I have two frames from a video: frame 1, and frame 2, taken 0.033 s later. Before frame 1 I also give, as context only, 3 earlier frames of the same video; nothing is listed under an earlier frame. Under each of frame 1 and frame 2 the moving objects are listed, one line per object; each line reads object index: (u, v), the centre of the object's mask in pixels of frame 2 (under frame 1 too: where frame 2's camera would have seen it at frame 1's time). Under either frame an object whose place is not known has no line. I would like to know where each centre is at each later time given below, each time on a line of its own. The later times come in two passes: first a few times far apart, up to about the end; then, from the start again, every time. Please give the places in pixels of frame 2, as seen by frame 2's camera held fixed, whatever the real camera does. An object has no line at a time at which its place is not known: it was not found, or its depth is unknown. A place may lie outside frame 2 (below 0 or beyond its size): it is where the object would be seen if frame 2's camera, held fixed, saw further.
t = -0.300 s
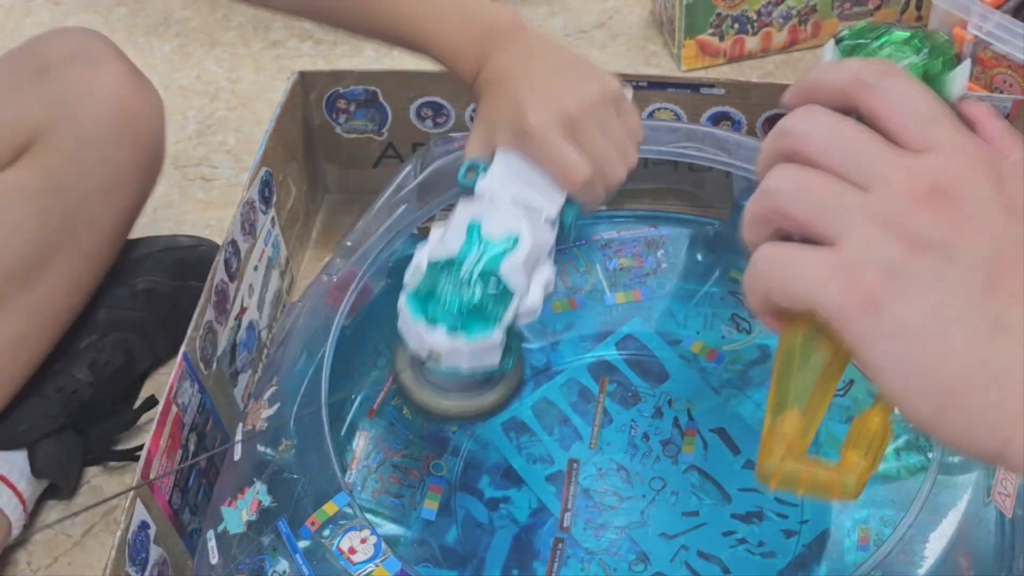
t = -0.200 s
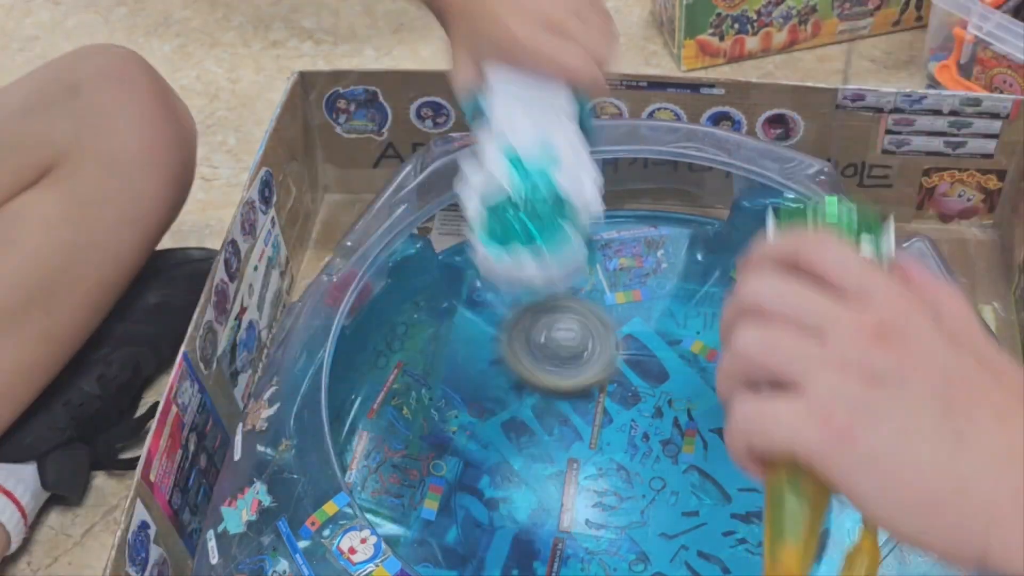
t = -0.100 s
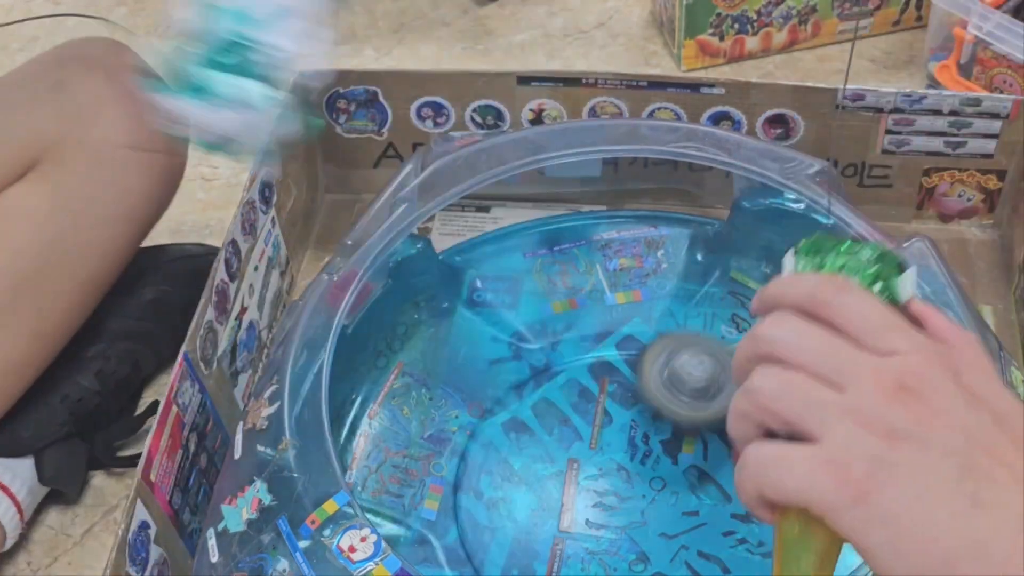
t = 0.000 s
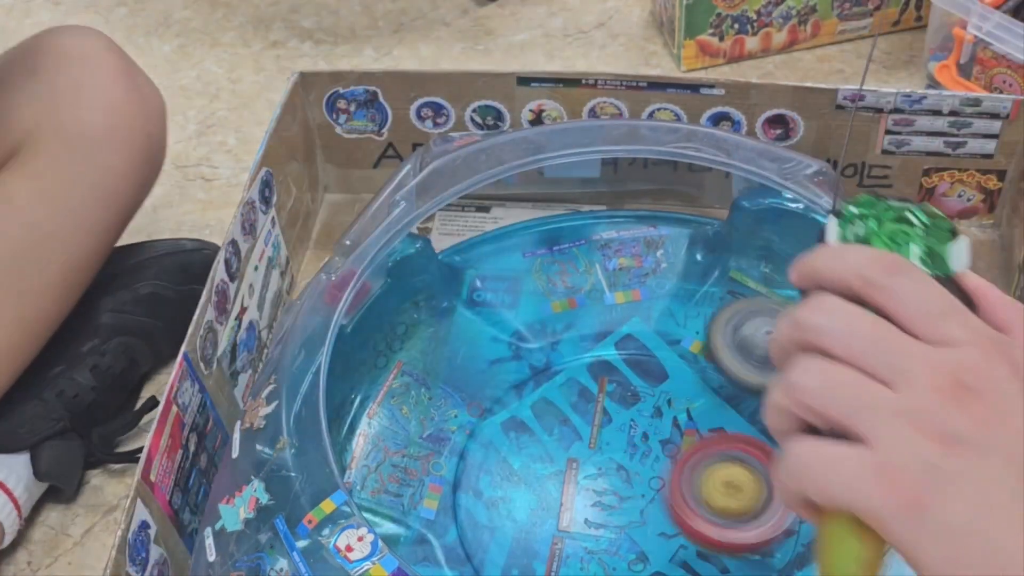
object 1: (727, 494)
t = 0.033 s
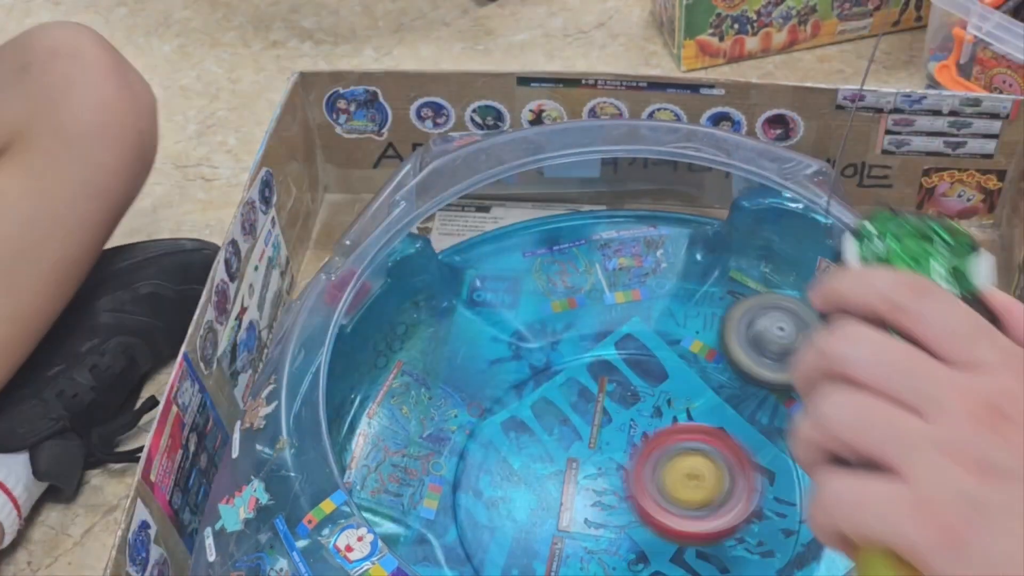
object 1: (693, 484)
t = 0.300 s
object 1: (511, 448)
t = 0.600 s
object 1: (549, 542)
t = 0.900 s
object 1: (725, 466)
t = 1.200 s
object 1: (578, 374)
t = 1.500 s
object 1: (535, 537)
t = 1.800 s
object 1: (759, 482)
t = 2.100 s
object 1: (617, 354)
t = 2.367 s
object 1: (529, 494)
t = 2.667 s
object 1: (687, 531)
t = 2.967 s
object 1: (675, 389)
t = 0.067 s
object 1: (655, 488)
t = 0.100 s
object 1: (621, 486)
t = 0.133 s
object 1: (588, 478)
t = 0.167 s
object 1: (562, 469)
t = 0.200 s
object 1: (541, 460)
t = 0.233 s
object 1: (525, 454)
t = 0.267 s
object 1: (516, 449)
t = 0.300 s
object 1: (511, 448)
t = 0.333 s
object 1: (511, 449)
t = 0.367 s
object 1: (515, 453)
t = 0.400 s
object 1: (523, 461)
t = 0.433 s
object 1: (517, 475)
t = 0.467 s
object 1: (512, 493)
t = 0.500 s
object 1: (512, 512)
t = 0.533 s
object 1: (518, 526)
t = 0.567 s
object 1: (531, 536)
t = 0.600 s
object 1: (549, 542)
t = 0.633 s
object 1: (571, 546)
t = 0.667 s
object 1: (596, 548)
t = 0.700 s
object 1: (622, 546)
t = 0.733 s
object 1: (648, 543)
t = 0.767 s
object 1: (672, 536)
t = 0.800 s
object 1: (693, 527)
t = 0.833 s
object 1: (709, 510)
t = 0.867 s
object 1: (720, 488)
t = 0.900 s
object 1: (725, 466)
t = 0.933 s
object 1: (723, 444)
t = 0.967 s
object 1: (716, 422)
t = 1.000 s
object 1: (705, 405)
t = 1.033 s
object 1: (691, 388)
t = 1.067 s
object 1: (673, 377)
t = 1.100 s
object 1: (651, 369)
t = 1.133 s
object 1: (628, 367)
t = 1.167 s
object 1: (604, 369)
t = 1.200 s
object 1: (578, 374)
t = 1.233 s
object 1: (554, 382)
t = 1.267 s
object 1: (532, 396)
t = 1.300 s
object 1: (515, 414)
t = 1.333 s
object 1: (504, 433)
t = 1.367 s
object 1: (498, 456)
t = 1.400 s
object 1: (498, 482)
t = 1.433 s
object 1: (504, 506)
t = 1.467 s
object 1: (517, 526)
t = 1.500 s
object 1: (535, 537)
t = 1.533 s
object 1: (558, 544)
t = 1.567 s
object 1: (582, 548)
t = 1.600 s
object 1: (611, 549)
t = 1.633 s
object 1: (645, 548)
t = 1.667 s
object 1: (676, 543)
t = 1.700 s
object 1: (707, 536)
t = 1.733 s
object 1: (732, 525)
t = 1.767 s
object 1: (749, 505)
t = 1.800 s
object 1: (759, 482)
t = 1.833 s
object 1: (761, 458)
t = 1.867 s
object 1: (756, 434)
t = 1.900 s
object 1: (745, 411)
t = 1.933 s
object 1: (729, 391)
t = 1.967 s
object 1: (707, 376)
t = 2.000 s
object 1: (685, 364)
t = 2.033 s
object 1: (660, 358)
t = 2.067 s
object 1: (637, 354)
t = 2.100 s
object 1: (617, 354)
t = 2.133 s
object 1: (595, 359)
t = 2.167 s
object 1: (575, 369)
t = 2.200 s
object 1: (557, 383)
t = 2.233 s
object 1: (544, 402)
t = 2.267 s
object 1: (533, 424)
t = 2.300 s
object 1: (526, 447)
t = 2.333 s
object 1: (525, 470)
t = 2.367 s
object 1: (529, 494)
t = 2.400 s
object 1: (538, 516)
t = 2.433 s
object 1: (551, 529)
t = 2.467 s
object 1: (567, 537)
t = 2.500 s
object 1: (585, 542)
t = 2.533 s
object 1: (607, 544)
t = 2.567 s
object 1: (628, 544)
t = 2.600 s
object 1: (651, 542)
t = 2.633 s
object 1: (670, 537)
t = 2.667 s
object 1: (687, 531)
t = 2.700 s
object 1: (701, 521)
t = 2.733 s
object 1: (714, 504)
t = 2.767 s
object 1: (723, 486)
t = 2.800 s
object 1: (727, 467)
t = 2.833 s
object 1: (726, 448)
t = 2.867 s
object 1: (720, 430)
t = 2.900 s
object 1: (709, 414)
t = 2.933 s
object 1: (694, 400)
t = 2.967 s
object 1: (675, 389)
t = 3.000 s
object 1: (653, 384)
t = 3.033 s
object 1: (630, 381)
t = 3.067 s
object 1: (608, 383)
